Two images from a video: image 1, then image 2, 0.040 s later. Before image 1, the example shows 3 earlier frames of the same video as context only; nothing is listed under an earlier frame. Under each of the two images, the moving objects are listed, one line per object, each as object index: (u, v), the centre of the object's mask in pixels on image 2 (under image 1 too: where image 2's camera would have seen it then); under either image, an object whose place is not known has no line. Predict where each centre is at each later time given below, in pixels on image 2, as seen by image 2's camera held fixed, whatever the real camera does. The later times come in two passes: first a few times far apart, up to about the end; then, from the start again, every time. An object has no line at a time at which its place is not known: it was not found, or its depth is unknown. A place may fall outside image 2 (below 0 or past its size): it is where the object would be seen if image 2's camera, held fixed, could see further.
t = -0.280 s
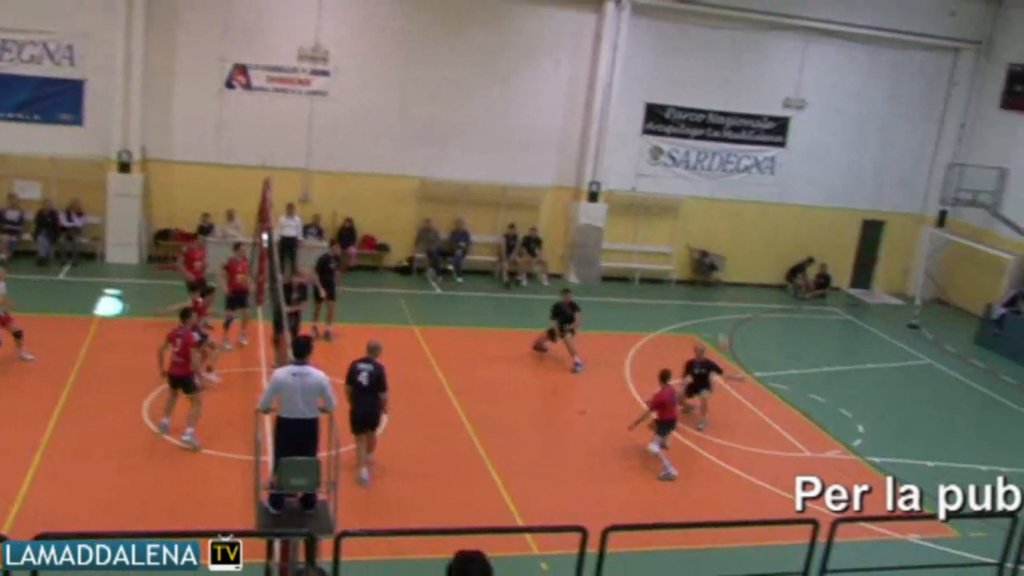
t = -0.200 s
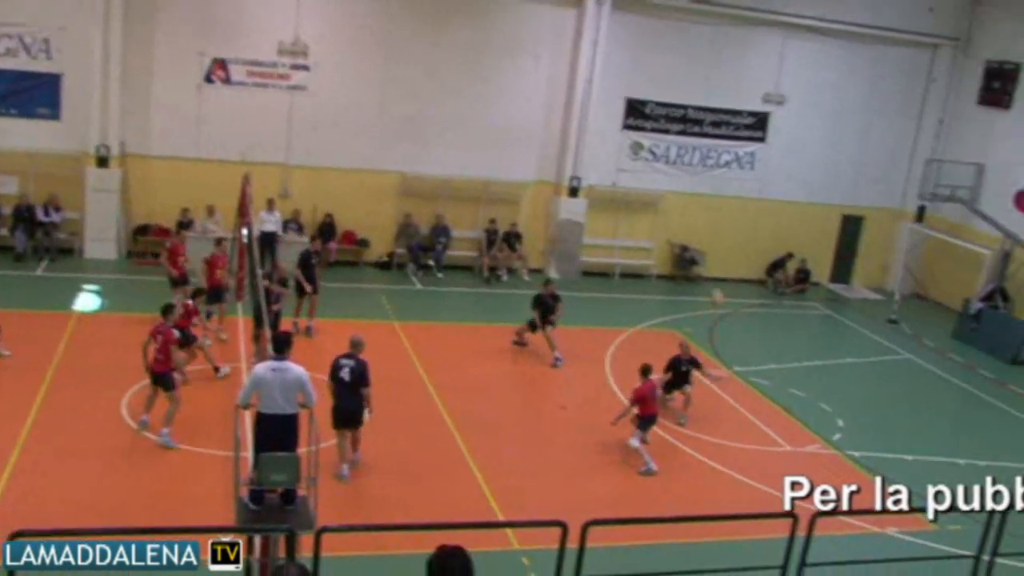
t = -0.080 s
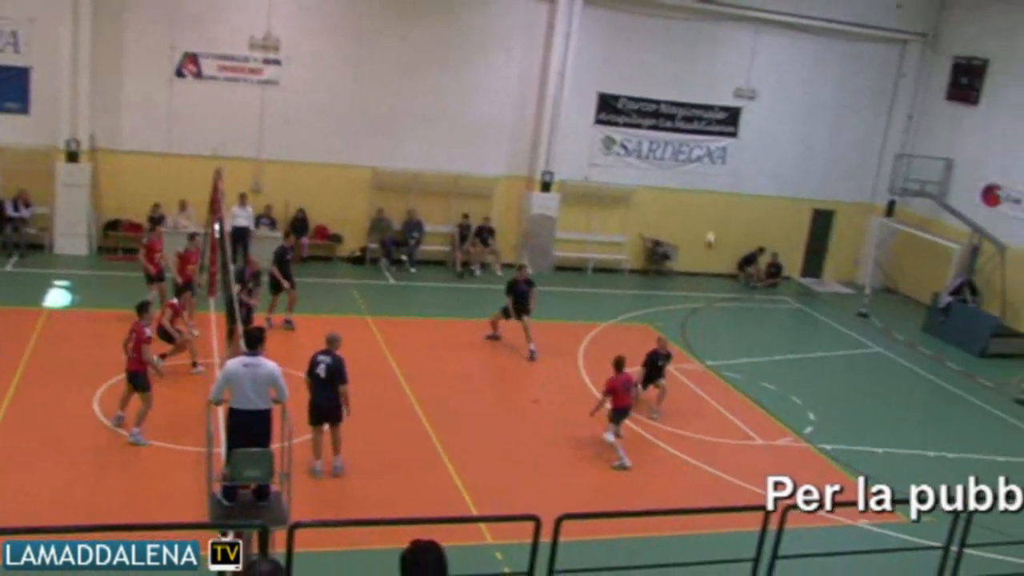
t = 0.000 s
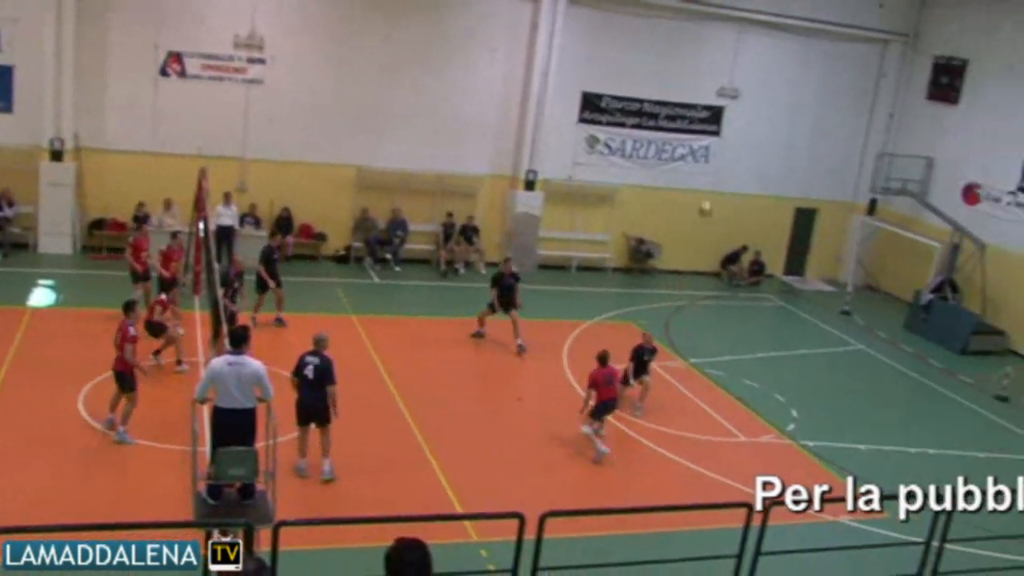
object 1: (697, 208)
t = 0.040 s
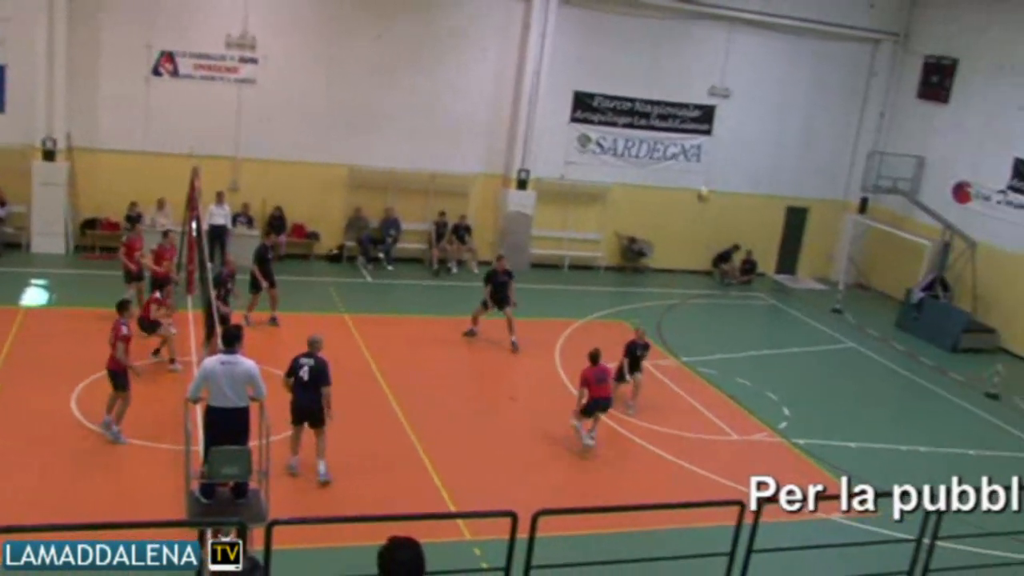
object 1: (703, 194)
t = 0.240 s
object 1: (728, 143)
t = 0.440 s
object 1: (749, 118)
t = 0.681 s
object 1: (769, 120)
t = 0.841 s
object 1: (780, 141)
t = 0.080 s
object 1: (707, 183)
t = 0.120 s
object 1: (713, 171)
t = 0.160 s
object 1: (718, 162)
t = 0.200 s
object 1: (723, 152)
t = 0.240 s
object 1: (728, 143)
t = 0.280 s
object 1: (733, 136)
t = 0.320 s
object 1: (737, 130)
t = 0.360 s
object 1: (742, 125)
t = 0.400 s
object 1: (746, 121)
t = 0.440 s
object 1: (749, 118)
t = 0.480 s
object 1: (754, 116)
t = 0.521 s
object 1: (758, 114)
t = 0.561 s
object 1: (760, 114)
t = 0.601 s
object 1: (763, 115)
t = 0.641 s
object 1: (766, 117)
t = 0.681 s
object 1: (769, 120)
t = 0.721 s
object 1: (772, 124)
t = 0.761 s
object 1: (775, 129)
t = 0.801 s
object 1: (777, 135)
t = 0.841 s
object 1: (780, 141)
